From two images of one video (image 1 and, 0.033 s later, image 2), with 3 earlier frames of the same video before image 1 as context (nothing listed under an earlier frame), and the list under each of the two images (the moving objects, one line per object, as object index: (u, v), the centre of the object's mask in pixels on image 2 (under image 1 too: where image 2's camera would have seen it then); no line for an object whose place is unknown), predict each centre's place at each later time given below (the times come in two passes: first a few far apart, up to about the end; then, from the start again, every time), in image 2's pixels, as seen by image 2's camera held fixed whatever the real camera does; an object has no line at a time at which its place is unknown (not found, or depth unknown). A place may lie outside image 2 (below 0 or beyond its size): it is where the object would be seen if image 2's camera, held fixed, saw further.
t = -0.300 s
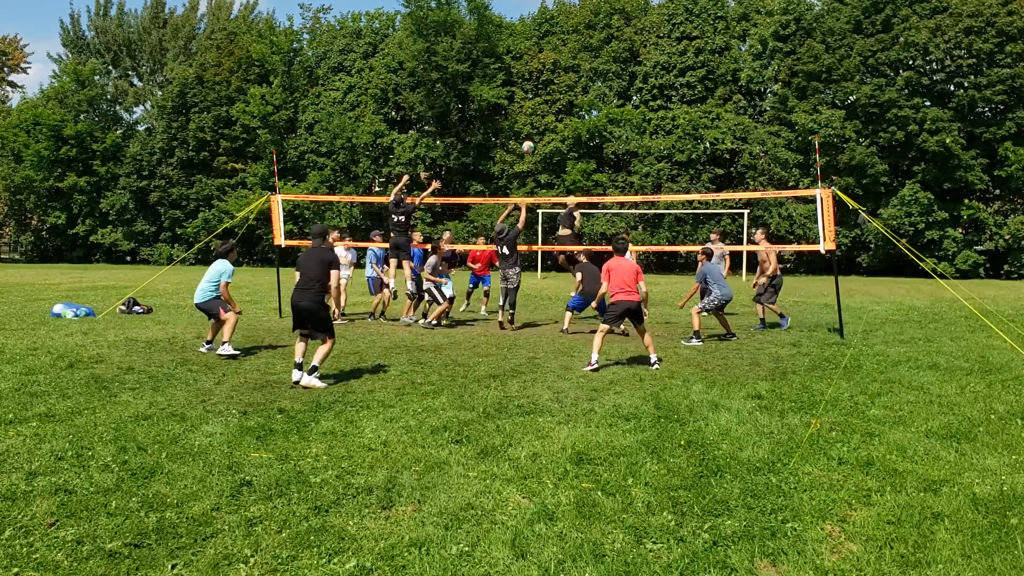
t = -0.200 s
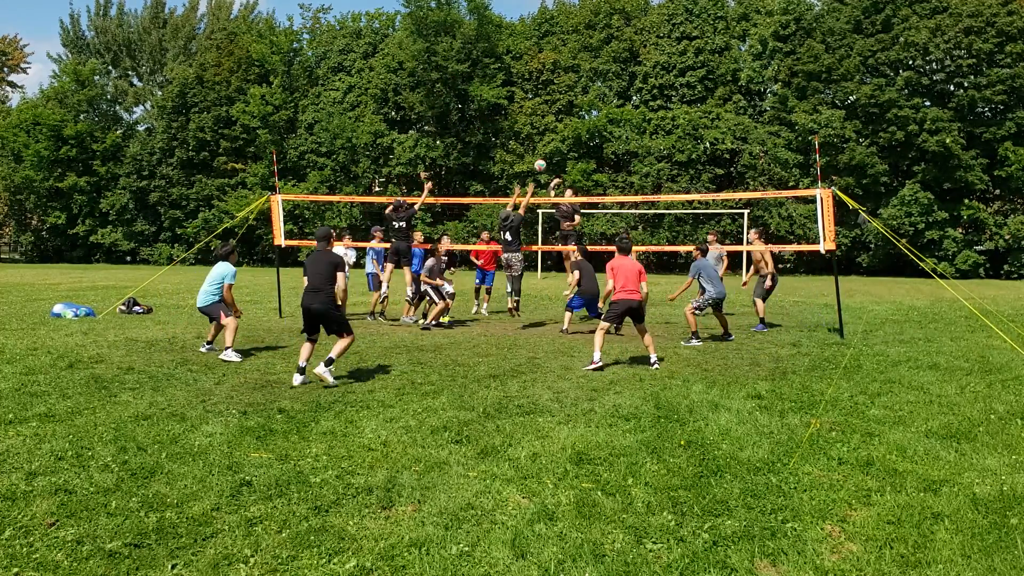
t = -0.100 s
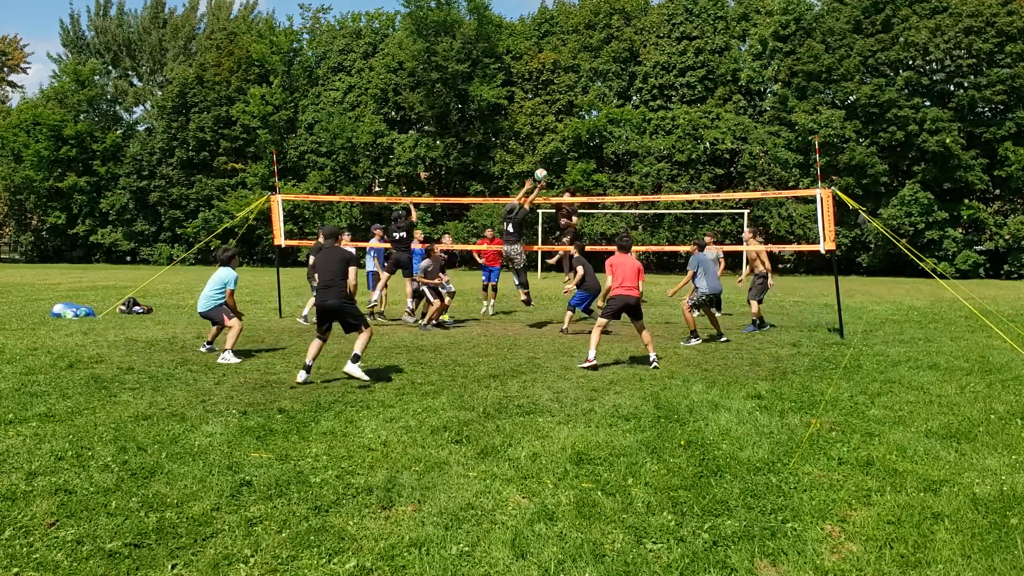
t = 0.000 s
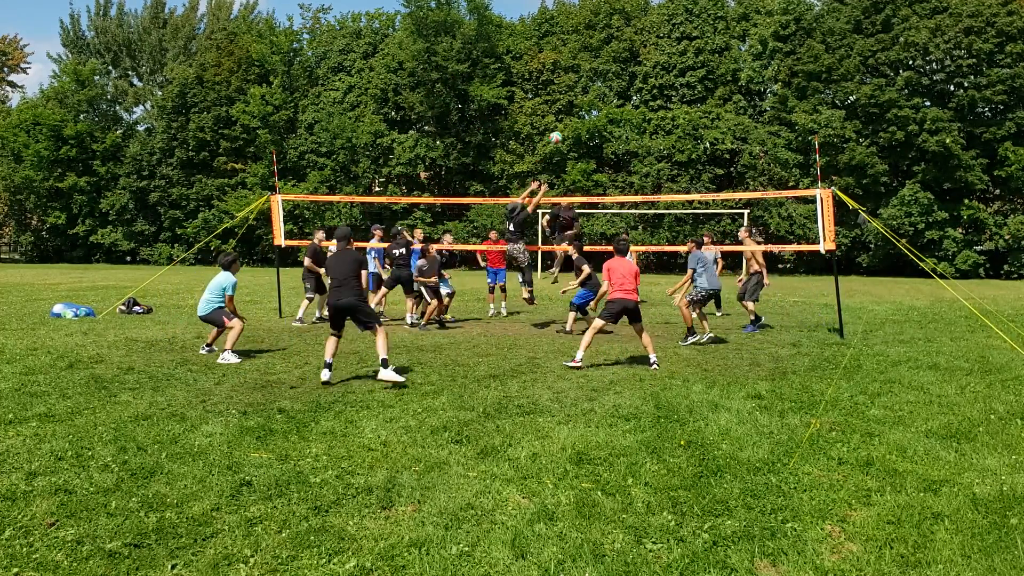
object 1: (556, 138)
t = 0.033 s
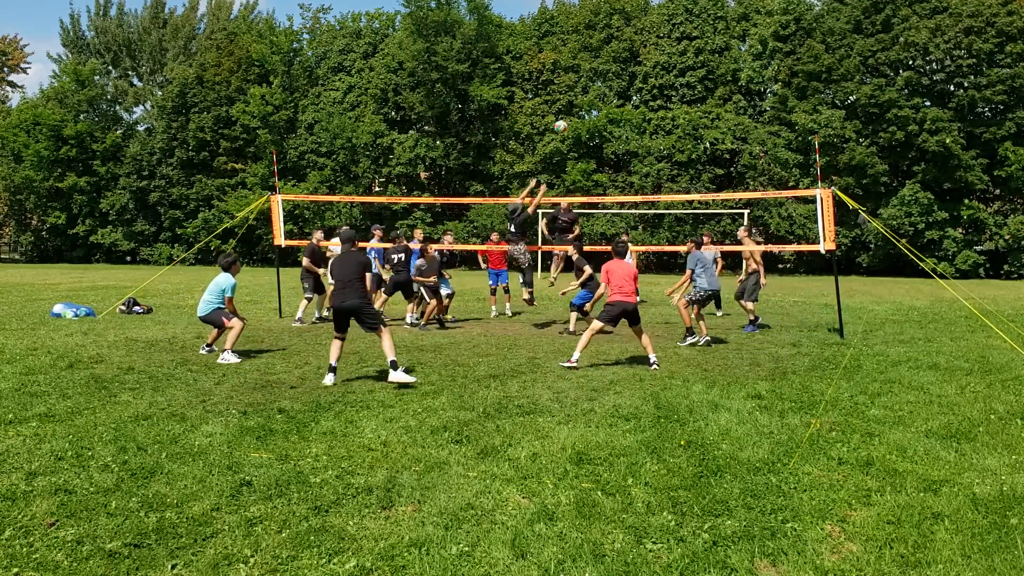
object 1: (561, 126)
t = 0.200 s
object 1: (586, 80)
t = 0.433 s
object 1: (622, 41)
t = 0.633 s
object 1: (655, 35)
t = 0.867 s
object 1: (693, 63)
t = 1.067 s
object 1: (725, 116)
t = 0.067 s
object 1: (565, 115)
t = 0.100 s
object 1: (571, 106)
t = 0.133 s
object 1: (576, 96)
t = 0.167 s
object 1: (581, 88)
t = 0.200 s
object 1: (586, 80)
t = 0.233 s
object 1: (592, 72)
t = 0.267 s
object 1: (596, 65)
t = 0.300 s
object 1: (601, 59)
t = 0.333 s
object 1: (607, 53)
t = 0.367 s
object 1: (612, 49)
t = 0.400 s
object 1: (617, 45)
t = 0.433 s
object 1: (622, 41)
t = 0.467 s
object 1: (628, 39)
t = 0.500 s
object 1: (633, 37)
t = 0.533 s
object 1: (639, 36)
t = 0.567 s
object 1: (643, 34)
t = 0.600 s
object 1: (649, 35)
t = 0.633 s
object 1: (655, 35)
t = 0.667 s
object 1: (659, 37)
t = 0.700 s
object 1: (665, 39)
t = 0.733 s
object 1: (671, 43)
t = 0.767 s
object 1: (676, 47)
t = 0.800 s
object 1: (682, 51)
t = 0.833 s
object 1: (687, 56)
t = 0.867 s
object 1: (693, 63)
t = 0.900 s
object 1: (698, 70)
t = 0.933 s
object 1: (704, 77)
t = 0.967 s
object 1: (709, 86)
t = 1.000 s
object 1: (715, 95)
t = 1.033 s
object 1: (719, 105)
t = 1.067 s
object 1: (725, 116)
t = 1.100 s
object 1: (731, 127)
